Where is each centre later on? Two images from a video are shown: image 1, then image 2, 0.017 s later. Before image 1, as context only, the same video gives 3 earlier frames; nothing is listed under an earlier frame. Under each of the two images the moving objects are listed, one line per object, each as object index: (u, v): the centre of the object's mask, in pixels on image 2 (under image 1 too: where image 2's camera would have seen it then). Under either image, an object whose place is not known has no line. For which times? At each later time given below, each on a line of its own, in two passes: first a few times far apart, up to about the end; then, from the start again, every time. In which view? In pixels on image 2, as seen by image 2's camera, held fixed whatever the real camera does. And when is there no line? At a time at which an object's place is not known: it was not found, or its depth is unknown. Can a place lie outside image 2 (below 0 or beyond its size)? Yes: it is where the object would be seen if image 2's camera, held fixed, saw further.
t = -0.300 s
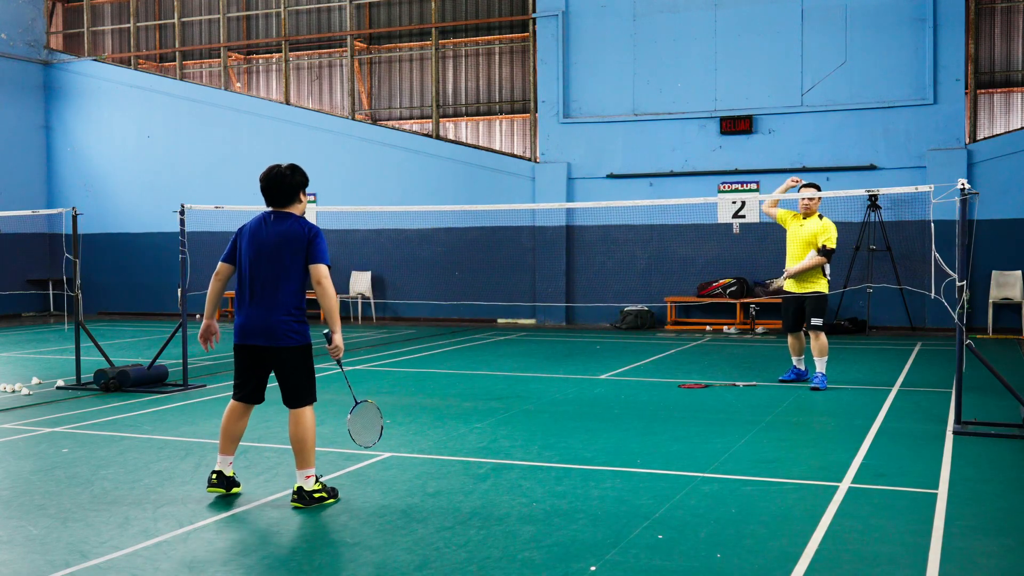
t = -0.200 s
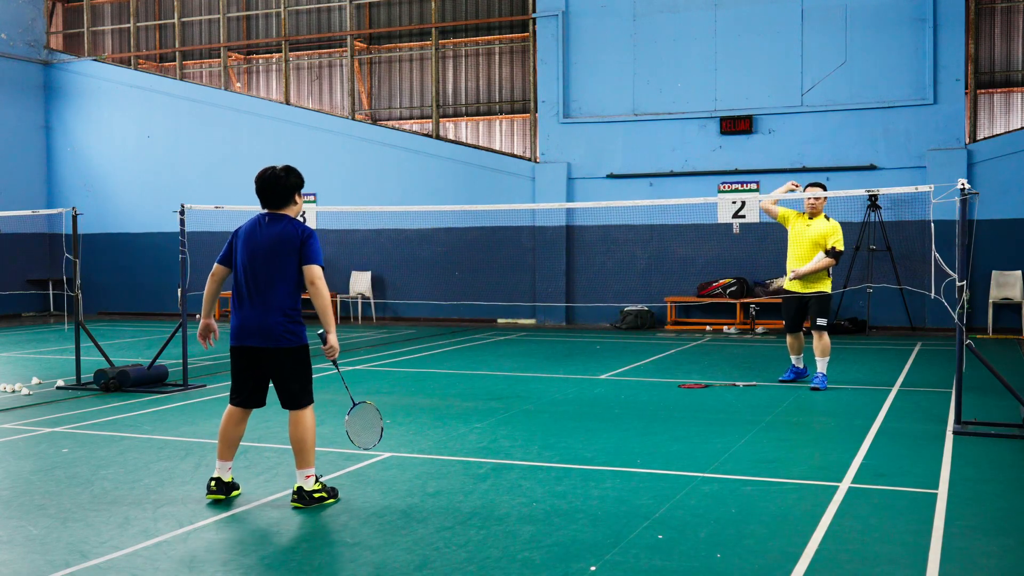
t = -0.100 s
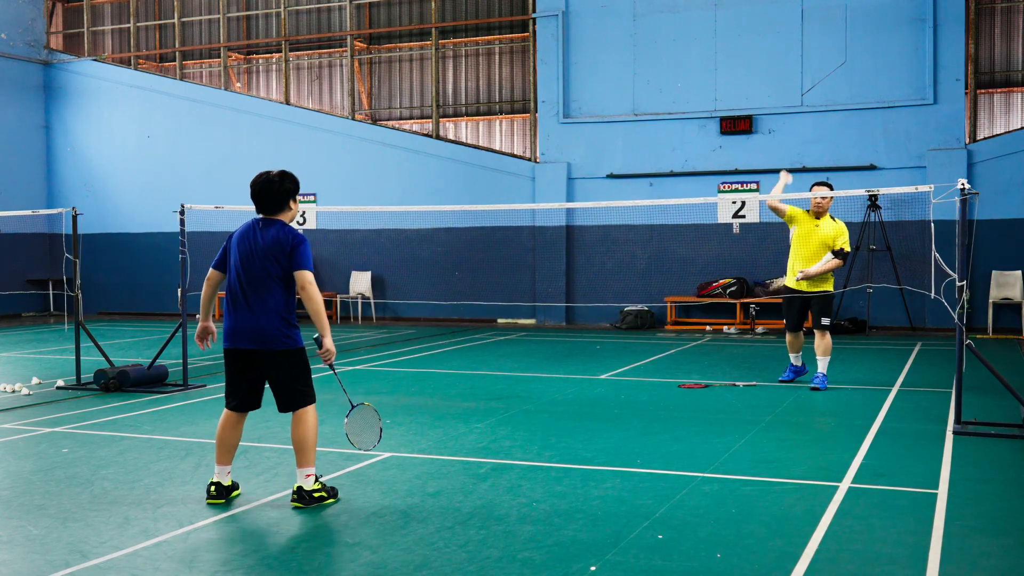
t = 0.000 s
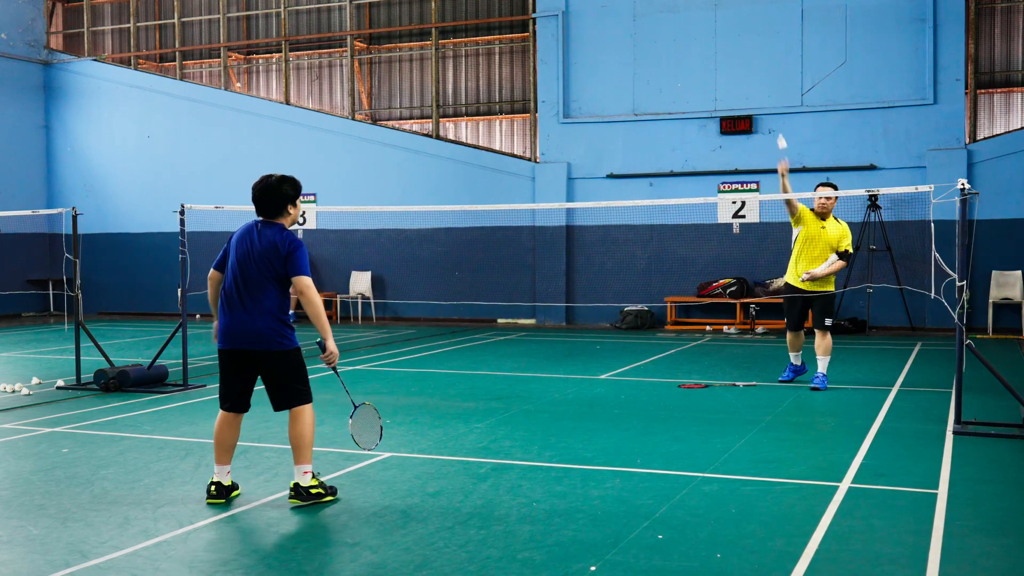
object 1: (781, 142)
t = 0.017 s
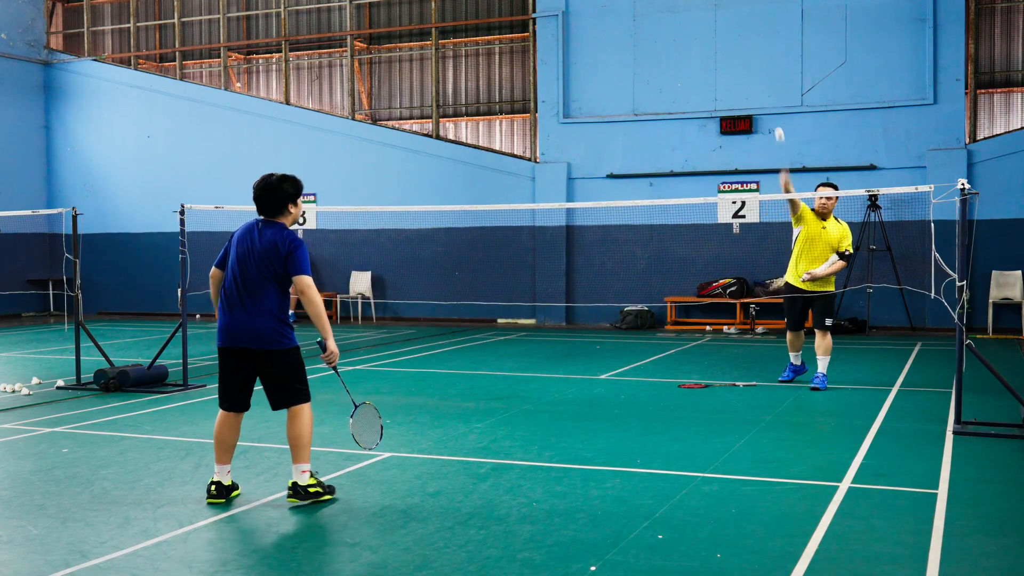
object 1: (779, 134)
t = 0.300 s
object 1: (769, 107)
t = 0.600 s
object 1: (755, 217)
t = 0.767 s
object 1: (745, 349)
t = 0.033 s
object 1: (777, 126)
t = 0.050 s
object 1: (777, 121)
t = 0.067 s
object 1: (776, 118)
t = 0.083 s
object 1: (776, 116)
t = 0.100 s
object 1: (776, 115)
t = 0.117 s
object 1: (776, 114)
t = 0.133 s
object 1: (776, 113)
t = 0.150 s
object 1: (775, 111)
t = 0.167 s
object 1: (775, 110)
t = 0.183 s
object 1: (774, 108)
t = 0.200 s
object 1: (774, 107)
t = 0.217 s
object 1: (773, 106)
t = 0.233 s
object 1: (772, 105)
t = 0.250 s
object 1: (771, 104)
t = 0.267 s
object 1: (770, 105)
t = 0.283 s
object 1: (770, 105)
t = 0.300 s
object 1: (769, 107)
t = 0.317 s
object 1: (768, 109)
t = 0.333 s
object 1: (767, 111)
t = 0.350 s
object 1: (767, 114)
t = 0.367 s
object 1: (766, 118)
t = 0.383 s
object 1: (766, 122)
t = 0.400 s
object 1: (765, 127)
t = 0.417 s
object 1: (764, 131)
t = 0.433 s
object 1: (764, 137)
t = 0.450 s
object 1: (763, 143)
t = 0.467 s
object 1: (762, 149)
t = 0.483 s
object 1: (761, 155)
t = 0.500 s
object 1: (761, 163)
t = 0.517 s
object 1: (759, 170)
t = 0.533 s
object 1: (759, 178)
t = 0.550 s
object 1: (758, 186)
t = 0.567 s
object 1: (757, 196)
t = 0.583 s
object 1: (756, 205)
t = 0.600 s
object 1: (755, 217)
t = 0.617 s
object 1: (754, 228)
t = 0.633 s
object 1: (754, 239)
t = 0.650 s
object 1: (753, 250)
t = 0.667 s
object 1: (752, 263)
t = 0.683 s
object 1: (751, 276)
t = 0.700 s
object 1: (750, 288)
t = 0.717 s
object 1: (749, 304)
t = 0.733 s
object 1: (748, 318)
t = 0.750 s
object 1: (746, 333)
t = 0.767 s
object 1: (745, 349)
